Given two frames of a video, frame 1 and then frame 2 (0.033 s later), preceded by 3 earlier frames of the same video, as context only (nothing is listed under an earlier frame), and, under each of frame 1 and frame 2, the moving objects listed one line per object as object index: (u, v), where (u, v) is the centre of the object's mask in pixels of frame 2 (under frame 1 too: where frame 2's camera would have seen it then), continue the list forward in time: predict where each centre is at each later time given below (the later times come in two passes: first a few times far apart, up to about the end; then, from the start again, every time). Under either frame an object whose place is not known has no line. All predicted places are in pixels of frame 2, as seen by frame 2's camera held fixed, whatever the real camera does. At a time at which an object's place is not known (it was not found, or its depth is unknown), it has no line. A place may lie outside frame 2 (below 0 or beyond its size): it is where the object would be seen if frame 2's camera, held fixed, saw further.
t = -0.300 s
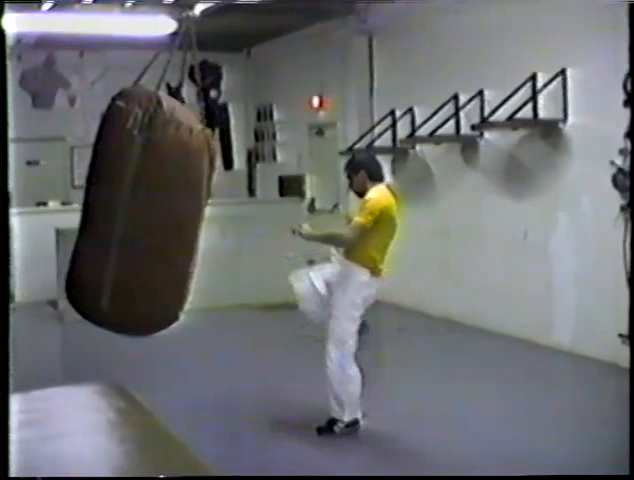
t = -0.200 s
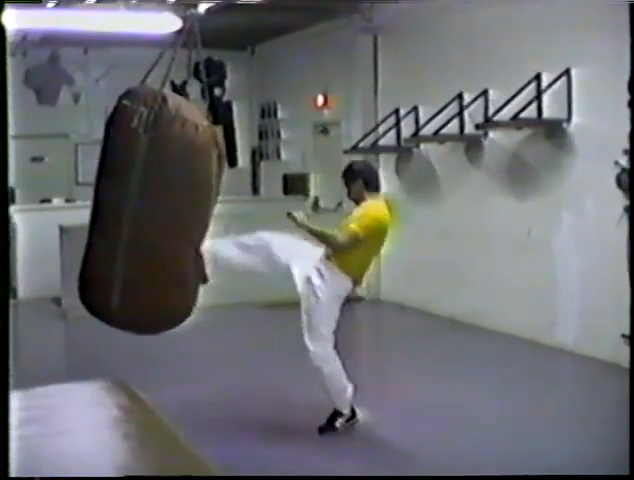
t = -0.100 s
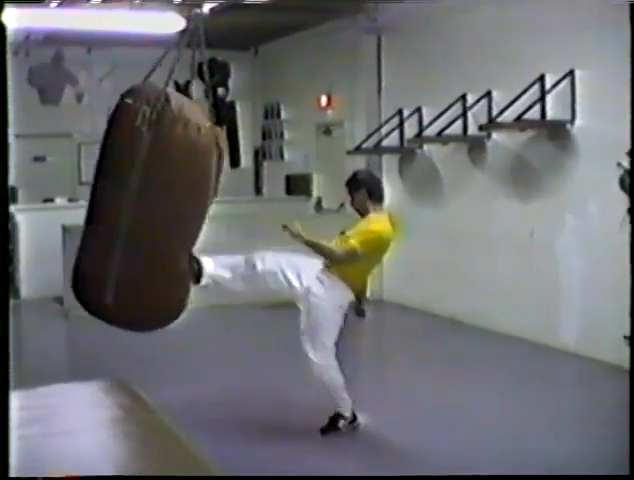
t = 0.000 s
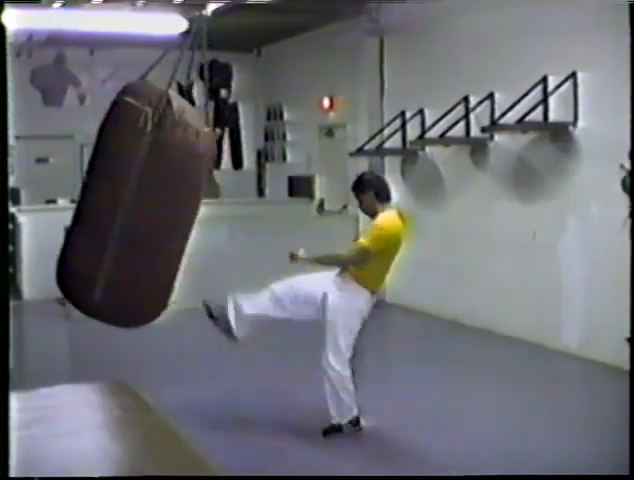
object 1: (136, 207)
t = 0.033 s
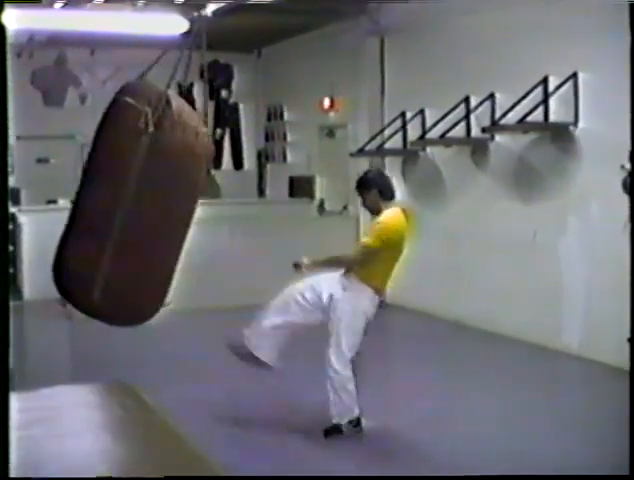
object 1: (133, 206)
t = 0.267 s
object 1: (120, 201)
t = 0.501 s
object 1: (126, 203)
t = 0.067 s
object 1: (130, 205)
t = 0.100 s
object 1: (127, 204)
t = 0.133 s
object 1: (124, 204)
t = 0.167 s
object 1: (122, 203)
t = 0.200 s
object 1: (121, 203)
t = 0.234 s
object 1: (120, 202)
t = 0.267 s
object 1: (120, 201)
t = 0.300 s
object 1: (120, 201)
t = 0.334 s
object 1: (121, 201)
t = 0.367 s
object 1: (121, 202)
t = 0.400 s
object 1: (121, 202)
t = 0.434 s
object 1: (122, 203)
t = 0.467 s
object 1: (124, 203)
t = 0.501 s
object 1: (126, 203)
